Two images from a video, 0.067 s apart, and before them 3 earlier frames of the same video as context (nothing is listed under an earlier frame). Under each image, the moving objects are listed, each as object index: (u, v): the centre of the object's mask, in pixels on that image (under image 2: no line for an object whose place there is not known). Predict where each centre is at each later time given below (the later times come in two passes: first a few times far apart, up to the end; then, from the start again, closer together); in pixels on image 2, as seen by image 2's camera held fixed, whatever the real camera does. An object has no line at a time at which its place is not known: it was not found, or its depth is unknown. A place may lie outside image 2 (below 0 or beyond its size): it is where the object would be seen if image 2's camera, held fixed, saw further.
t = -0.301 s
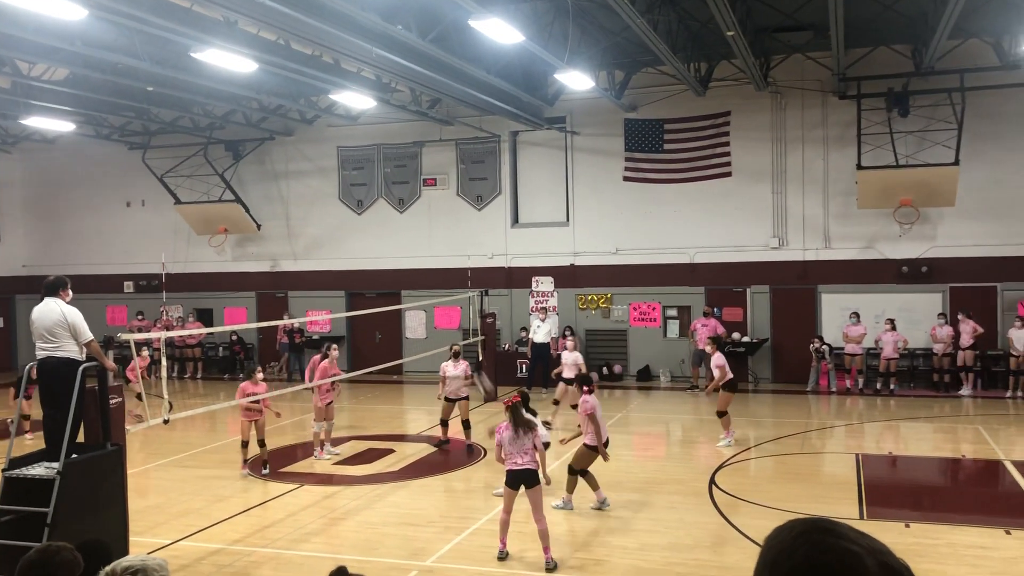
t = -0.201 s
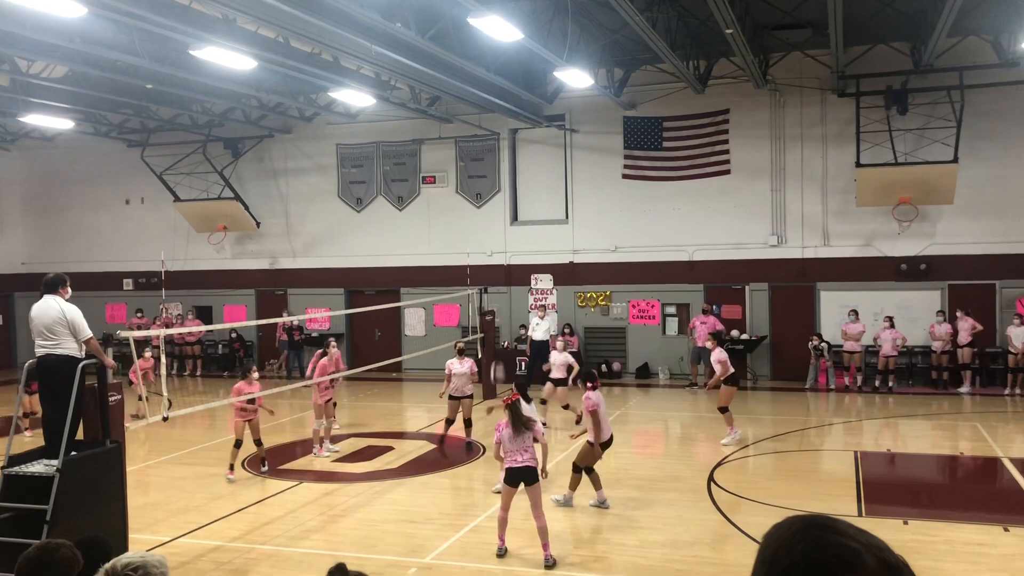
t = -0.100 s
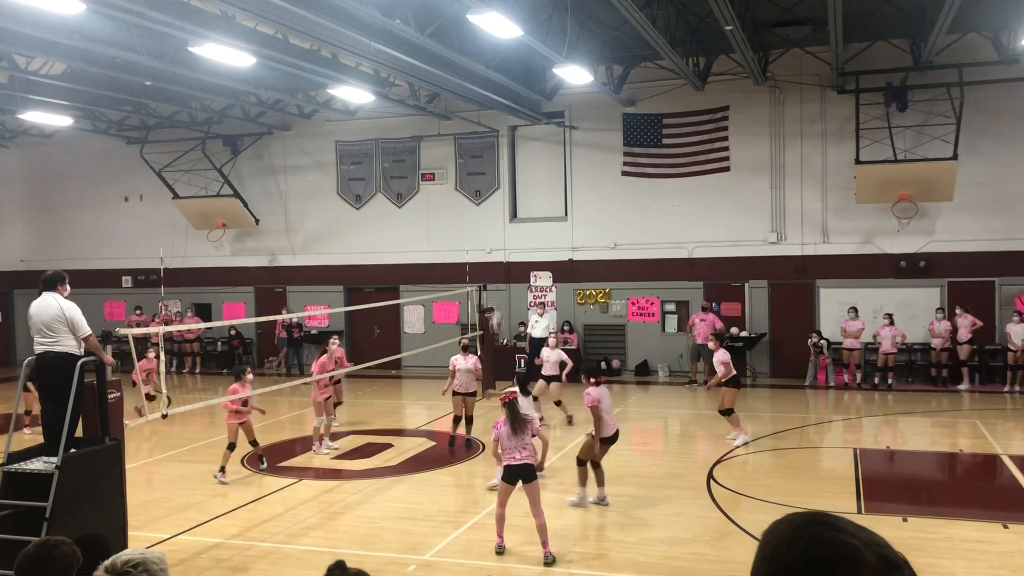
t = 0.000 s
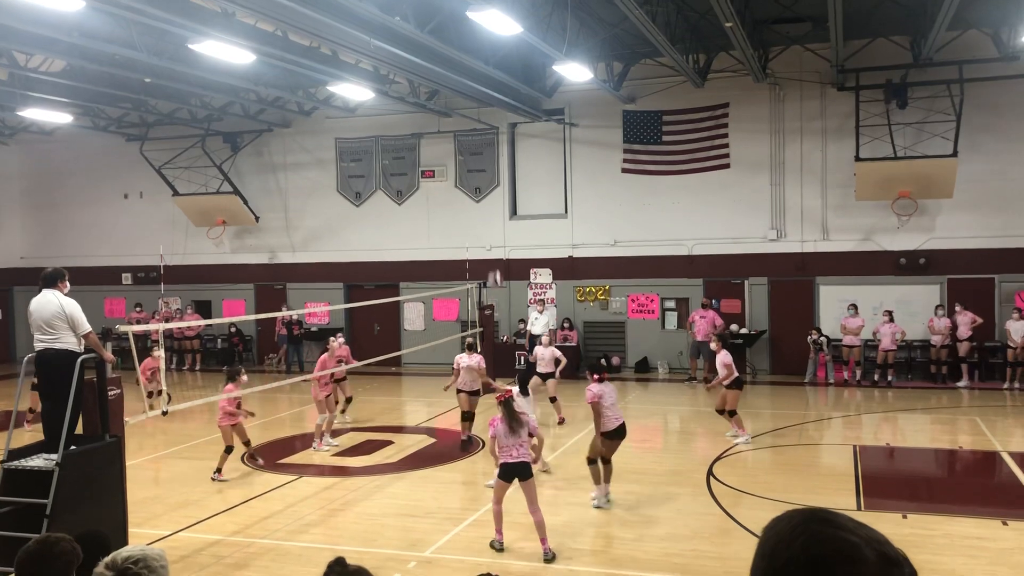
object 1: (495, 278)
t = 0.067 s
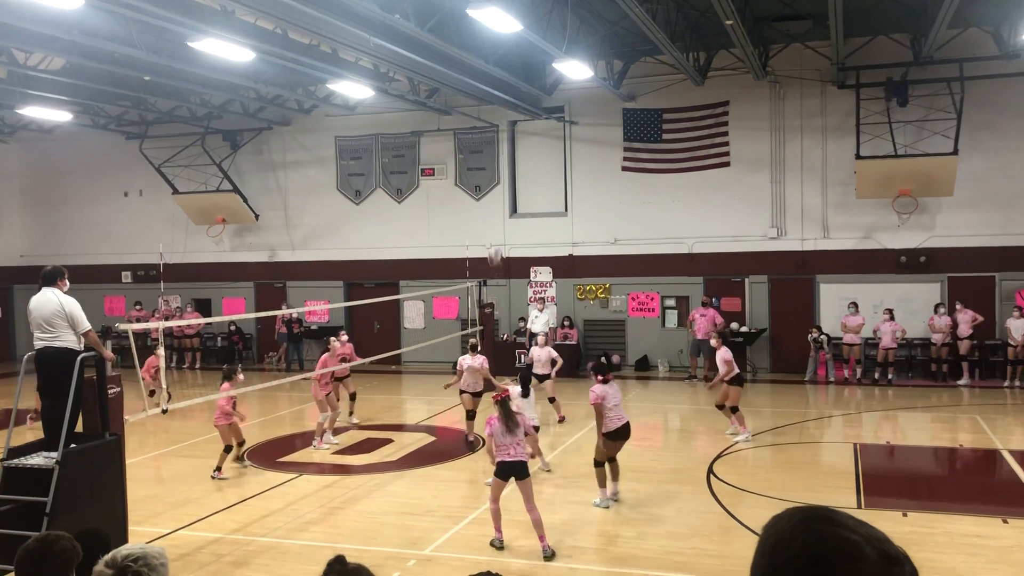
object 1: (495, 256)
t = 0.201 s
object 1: (494, 223)
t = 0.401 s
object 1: (496, 196)
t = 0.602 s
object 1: (497, 198)
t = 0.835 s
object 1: (501, 232)
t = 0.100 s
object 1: (495, 246)
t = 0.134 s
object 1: (494, 237)
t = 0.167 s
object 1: (494, 229)
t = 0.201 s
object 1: (494, 223)
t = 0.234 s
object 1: (495, 215)
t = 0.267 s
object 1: (495, 210)
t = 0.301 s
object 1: (495, 205)
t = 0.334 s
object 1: (496, 201)
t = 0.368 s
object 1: (496, 199)
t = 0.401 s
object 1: (496, 196)
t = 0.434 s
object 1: (496, 195)
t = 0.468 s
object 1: (497, 194)
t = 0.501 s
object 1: (497, 194)
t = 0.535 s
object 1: (497, 195)
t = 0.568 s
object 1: (497, 196)
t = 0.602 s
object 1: (497, 198)
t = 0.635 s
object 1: (498, 201)
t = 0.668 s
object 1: (498, 204)
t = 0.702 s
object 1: (499, 208)
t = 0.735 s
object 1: (500, 213)
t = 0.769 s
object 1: (500, 226)
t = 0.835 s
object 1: (501, 232)
